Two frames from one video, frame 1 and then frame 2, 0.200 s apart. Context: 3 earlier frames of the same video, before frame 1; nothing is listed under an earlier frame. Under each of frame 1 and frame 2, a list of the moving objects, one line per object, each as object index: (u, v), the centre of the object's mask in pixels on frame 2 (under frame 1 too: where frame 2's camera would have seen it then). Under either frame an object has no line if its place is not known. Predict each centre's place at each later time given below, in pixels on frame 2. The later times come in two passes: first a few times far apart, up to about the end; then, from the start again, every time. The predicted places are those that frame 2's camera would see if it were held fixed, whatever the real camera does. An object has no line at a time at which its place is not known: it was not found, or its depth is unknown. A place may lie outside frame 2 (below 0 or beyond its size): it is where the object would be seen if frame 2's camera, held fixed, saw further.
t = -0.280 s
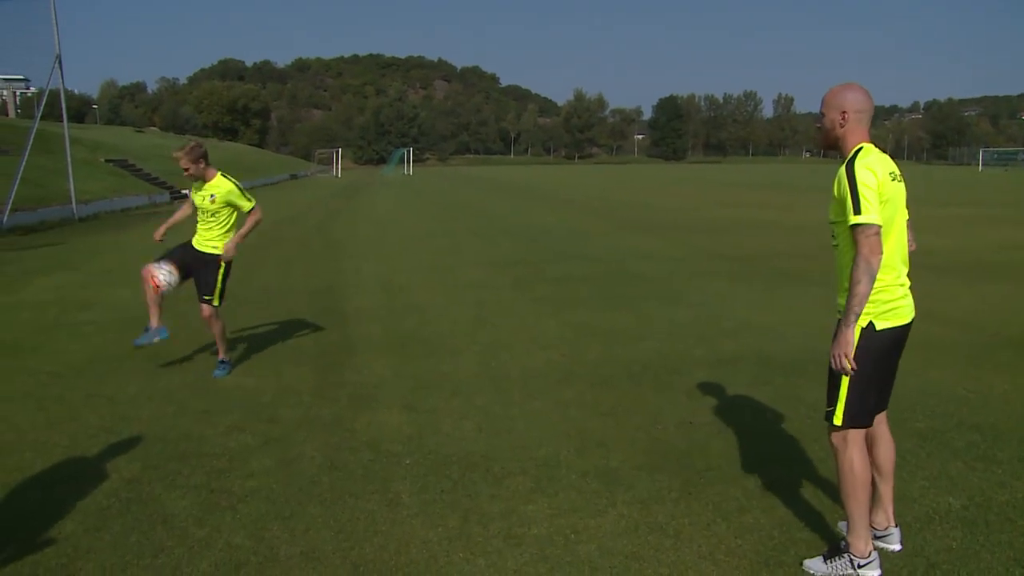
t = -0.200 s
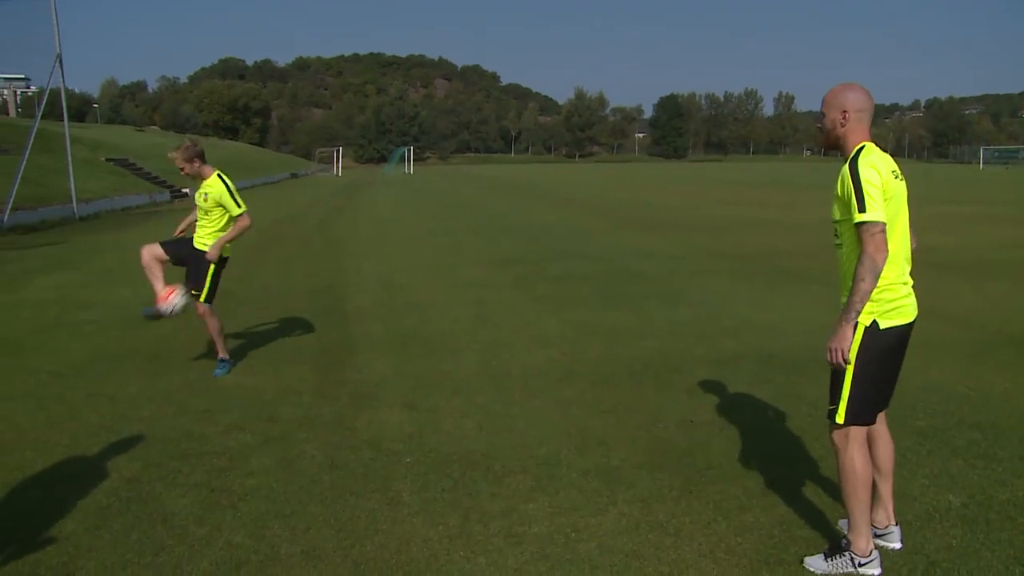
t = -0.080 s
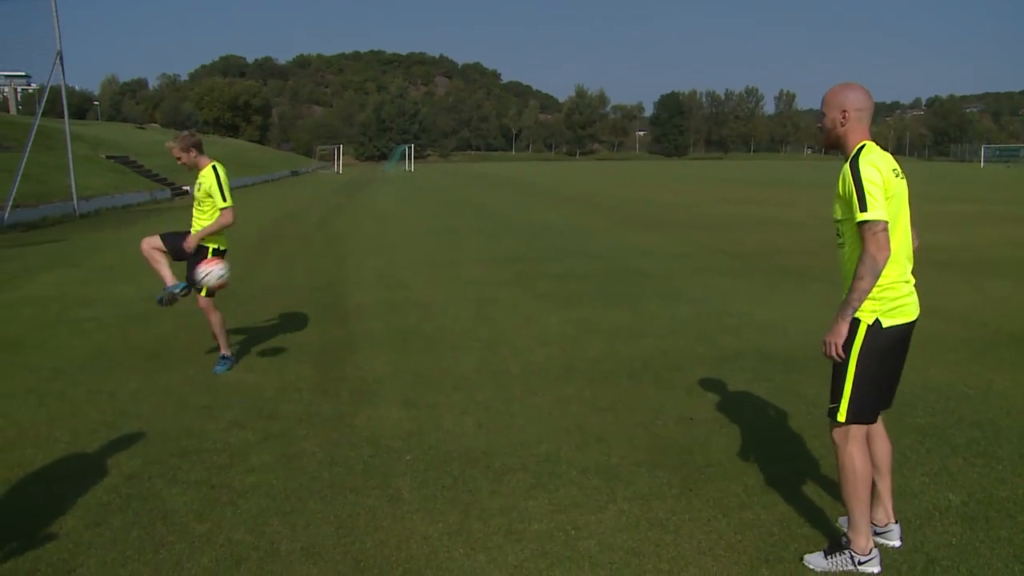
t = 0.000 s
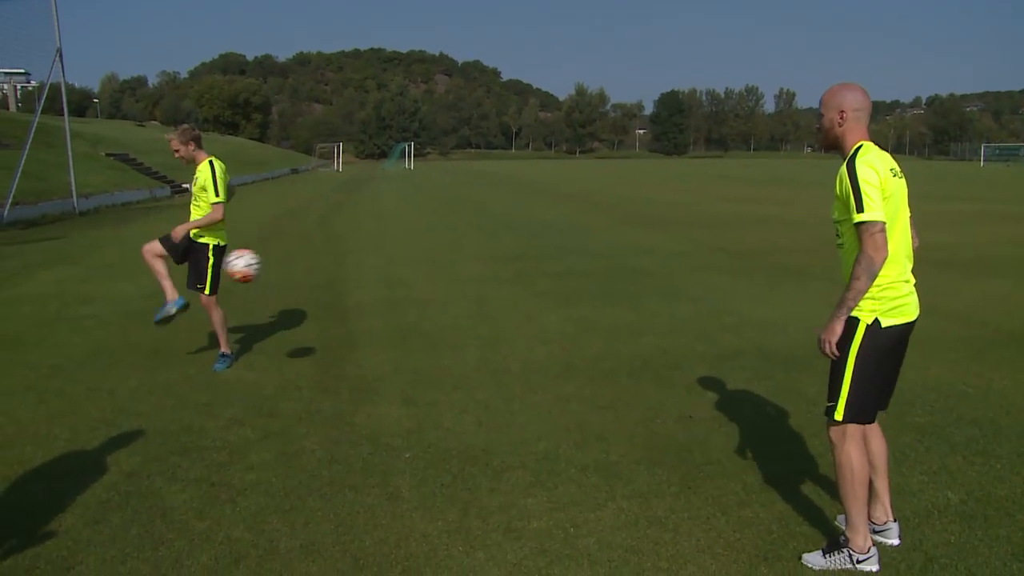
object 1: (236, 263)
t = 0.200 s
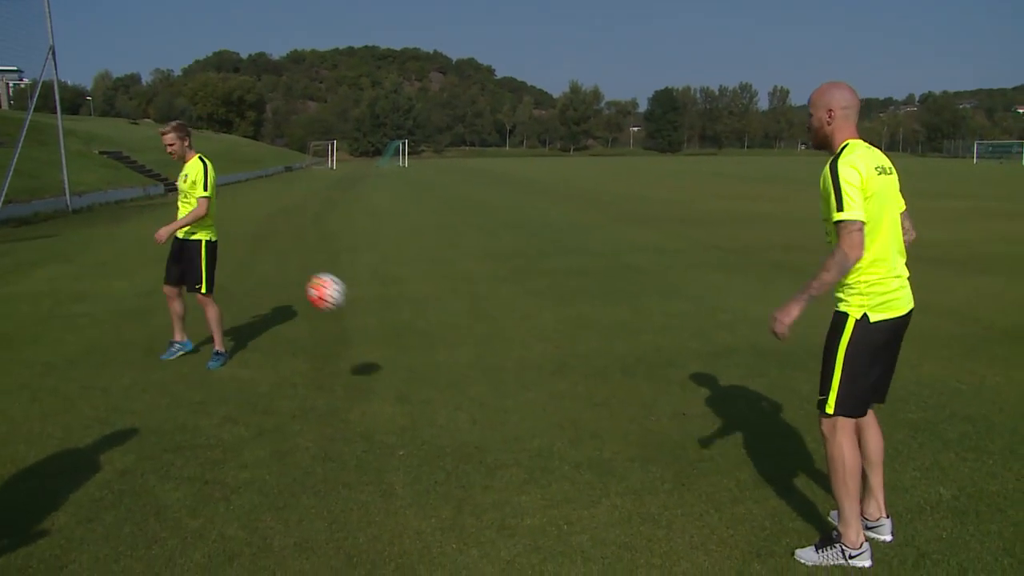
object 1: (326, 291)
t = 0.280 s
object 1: (368, 324)
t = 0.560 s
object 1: (493, 373)
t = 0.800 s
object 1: (575, 363)
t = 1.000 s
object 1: (650, 438)
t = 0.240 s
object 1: (346, 306)
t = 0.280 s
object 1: (368, 324)
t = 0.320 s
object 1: (390, 346)
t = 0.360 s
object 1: (413, 372)
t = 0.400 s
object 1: (436, 400)
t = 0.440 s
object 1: (456, 415)
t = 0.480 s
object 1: (468, 400)
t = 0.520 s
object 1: (480, 384)
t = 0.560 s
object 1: (493, 373)
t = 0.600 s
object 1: (506, 363)
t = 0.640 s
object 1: (519, 357)
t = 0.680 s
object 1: (533, 354)
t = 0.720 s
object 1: (548, 354)
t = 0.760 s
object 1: (561, 357)
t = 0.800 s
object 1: (575, 363)
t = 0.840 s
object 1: (590, 371)
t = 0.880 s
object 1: (605, 383)
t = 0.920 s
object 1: (620, 398)
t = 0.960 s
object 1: (635, 417)
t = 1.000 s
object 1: (650, 438)
